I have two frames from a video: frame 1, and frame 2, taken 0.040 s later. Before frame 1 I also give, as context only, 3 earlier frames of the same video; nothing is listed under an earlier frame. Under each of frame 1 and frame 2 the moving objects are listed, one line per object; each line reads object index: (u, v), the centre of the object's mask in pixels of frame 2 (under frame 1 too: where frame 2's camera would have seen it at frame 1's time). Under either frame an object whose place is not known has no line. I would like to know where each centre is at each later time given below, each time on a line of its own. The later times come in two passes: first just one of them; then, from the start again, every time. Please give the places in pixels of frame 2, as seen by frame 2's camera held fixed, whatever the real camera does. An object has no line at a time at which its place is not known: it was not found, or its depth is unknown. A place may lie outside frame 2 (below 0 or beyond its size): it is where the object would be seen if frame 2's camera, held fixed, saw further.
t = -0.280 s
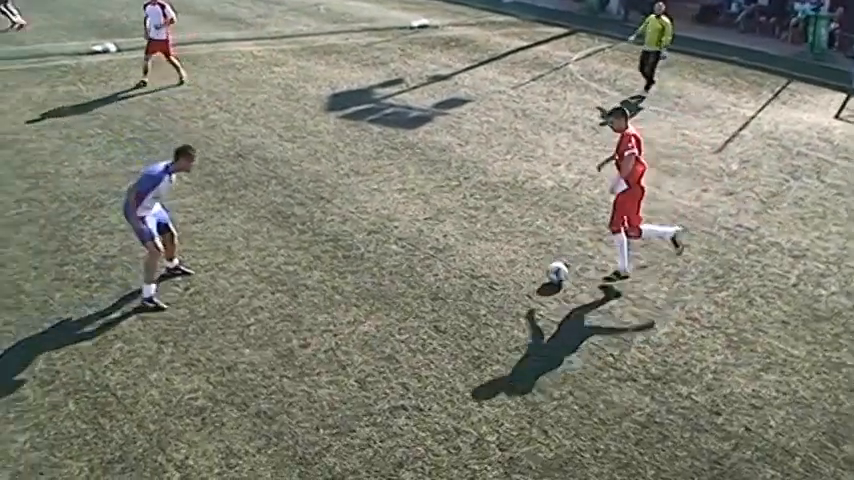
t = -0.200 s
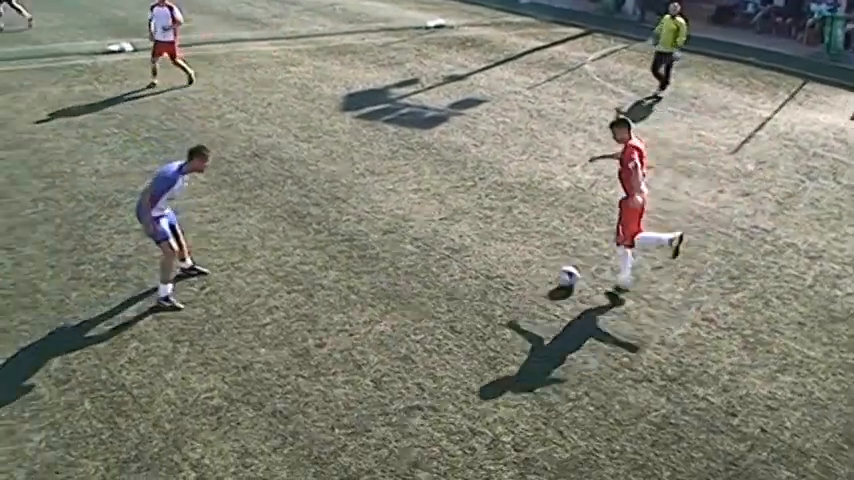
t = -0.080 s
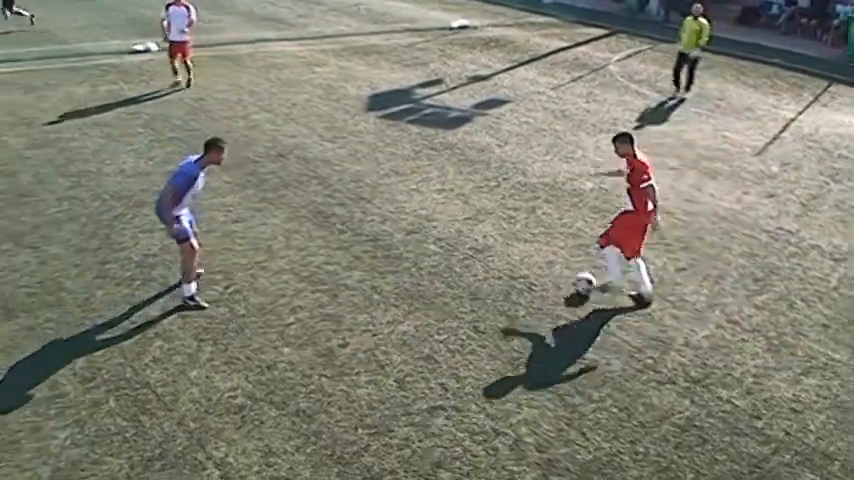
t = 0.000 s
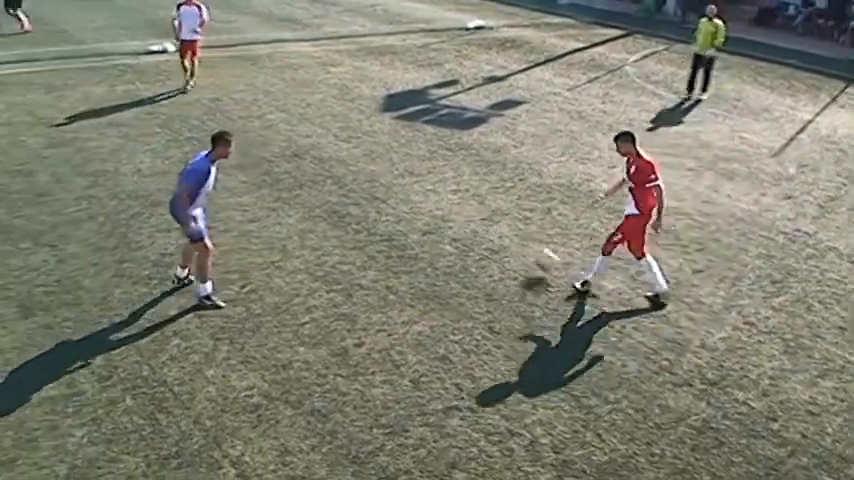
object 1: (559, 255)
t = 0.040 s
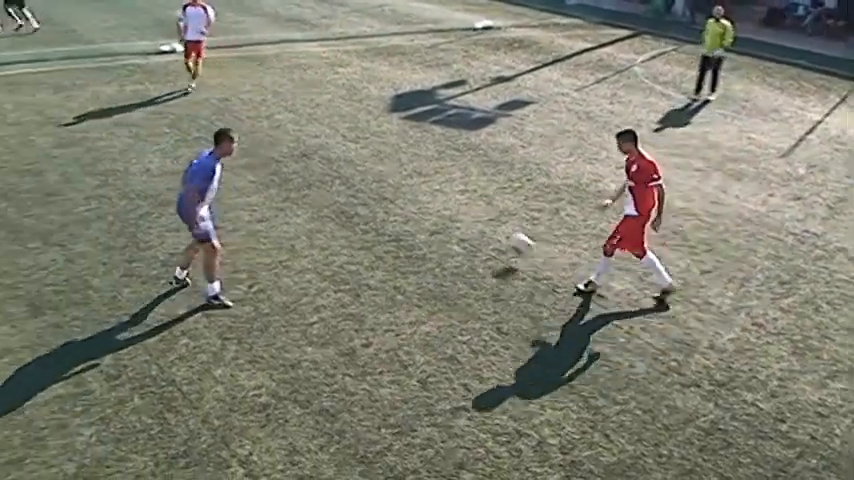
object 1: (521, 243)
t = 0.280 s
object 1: (358, 193)
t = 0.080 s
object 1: (491, 231)
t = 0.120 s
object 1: (459, 219)
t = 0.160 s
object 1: (433, 211)
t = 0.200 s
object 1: (406, 203)
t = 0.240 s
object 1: (383, 198)
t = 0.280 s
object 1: (358, 193)
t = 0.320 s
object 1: (338, 183)
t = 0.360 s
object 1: (318, 176)
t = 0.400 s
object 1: (303, 168)
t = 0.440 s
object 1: (286, 164)
